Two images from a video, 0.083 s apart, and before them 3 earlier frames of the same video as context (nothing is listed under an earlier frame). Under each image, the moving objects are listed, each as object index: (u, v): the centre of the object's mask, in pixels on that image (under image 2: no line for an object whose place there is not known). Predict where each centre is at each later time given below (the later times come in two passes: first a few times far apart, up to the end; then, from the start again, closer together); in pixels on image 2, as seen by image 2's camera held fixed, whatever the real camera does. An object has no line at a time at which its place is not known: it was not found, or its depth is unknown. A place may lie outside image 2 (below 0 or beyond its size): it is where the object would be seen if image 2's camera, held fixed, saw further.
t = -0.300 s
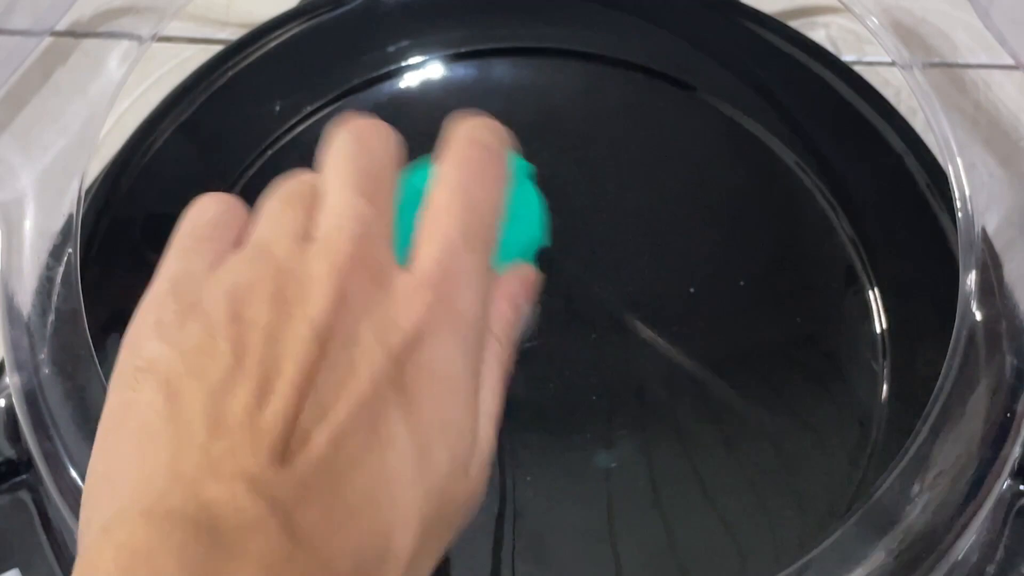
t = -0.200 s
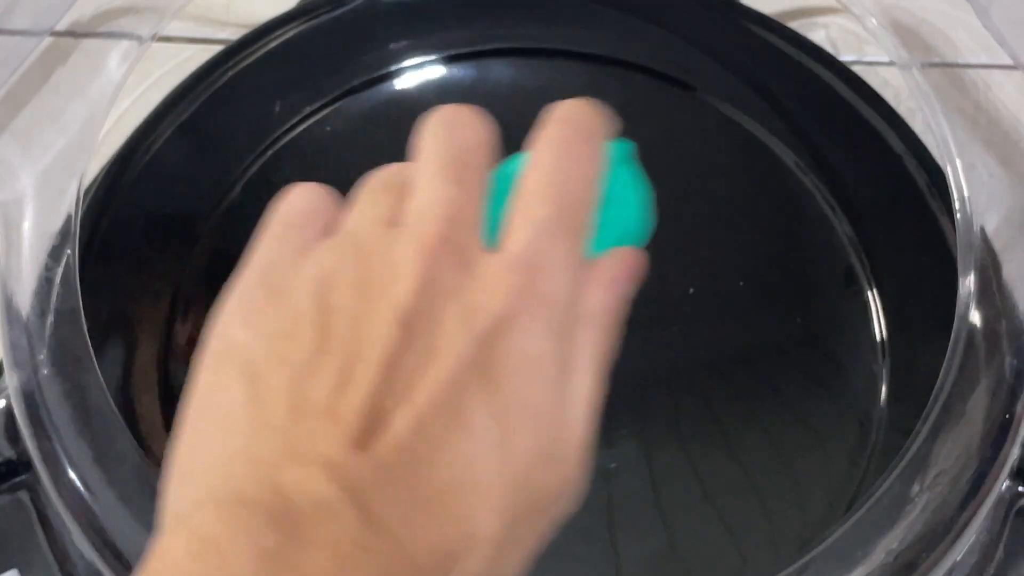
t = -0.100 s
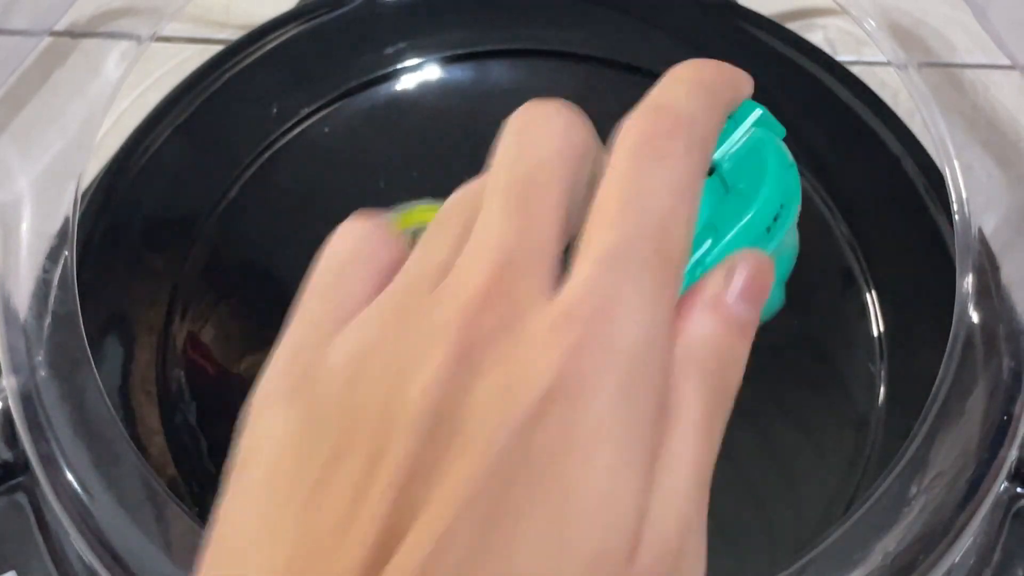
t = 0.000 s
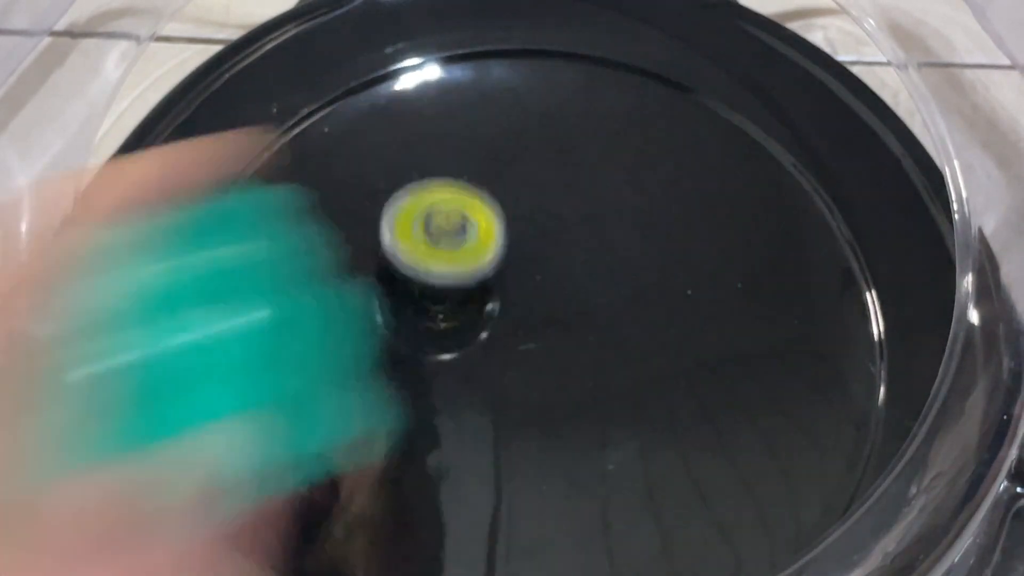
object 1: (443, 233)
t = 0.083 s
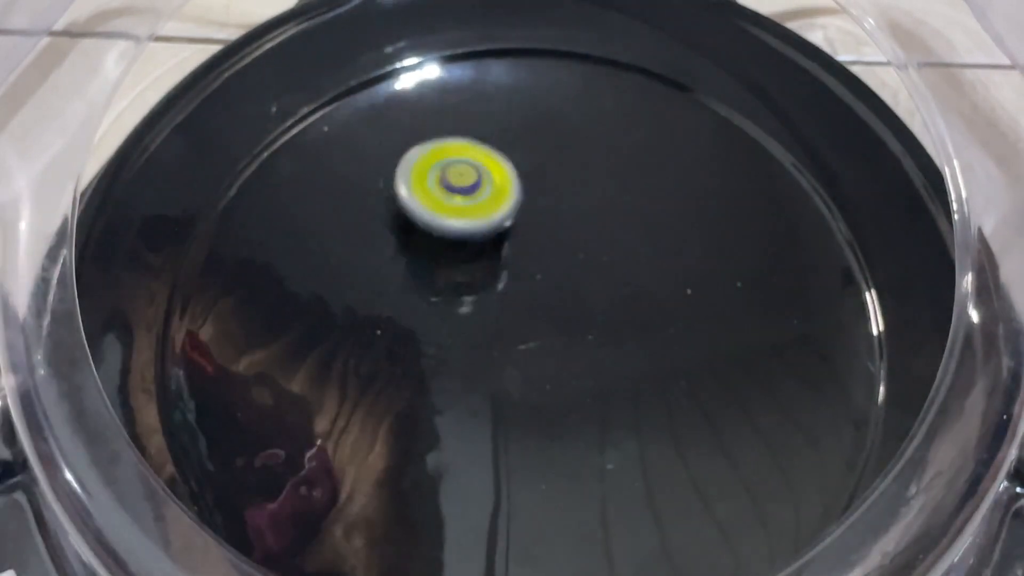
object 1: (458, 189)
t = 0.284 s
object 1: (518, 217)
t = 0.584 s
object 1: (570, 388)
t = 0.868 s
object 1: (550, 371)
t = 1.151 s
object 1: (543, 201)
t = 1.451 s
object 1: (440, 175)
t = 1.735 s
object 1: (483, 397)
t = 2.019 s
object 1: (765, 355)
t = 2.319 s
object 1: (673, 129)
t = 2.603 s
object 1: (379, 348)
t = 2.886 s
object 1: (575, 559)
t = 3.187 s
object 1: (792, 368)
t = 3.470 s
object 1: (464, 192)
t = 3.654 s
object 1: (269, 300)
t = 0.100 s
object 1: (462, 187)
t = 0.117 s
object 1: (468, 177)
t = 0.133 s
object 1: (473, 171)
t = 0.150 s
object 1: (478, 169)
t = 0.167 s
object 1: (483, 171)
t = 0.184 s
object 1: (488, 177)
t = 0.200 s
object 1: (494, 184)
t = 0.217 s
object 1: (499, 184)
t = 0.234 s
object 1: (504, 186)
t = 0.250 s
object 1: (509, 193)
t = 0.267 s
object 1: (513, 203)
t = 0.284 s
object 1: (518, 217)
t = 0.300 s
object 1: (523, 224)
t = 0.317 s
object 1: (528, 233)
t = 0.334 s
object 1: (533, 245)
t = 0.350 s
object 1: (537, 255)
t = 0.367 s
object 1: (541, 267)
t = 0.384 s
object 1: (545, 275)
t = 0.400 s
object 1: (549, 288)
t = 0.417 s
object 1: (553, 299)
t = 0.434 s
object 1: (556, 310)
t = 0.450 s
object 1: (559, 320)
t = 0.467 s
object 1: (561, 331)
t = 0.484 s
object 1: (563, 340)
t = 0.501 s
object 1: (565, 348)
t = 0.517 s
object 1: (567, 359)
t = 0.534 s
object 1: (568, 366)
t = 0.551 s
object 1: (569, 375)
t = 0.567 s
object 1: (570, 381)
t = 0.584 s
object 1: (570, 388)
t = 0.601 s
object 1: (570, 393)
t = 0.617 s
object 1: (570, 398)
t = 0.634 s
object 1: (569, 403)
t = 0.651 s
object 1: (569, 406)
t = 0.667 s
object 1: (568, 409)
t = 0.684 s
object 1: (567, 409)
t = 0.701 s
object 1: (565, 412)
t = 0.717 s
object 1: (564, 411)
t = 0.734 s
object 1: (562, 411)
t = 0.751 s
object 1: (560, 407)
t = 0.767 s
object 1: (559, 405)
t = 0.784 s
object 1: (557, 401)
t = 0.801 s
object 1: (556, 397)
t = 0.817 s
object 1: (554, 391)
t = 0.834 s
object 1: (553, 385)
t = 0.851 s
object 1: (551, 380)
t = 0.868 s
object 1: (550, 371)
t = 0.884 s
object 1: (548, 365)
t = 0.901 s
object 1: (547, 355)
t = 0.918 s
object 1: (546, 348)
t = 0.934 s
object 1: (546, 337)
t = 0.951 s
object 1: (545, 328)
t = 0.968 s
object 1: (545, 317)
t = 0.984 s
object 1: (545, 307)
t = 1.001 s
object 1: (546, 296)
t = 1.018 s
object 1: (546, 284)
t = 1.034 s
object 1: (546, 273)
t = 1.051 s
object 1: (547, 261)
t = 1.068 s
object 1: (547, 251)
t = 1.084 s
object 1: (547, 239)
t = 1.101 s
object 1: (546, 229)
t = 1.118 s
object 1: (545, 219)
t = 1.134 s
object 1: (544, 210)
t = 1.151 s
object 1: (543, 201)
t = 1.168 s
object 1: (540, 192)
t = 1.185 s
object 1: (537, 185)
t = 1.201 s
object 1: (534, 178)
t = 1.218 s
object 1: (530, 171)
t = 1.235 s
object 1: (526, 166)
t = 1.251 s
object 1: (521, 161)
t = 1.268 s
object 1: (515, 158)
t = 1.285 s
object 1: (510, 155)
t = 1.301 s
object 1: (504, 152)
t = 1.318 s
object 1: (497, 151)
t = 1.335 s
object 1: (491, 151)
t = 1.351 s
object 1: (484, 151)
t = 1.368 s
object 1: (477, 153)
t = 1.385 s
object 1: (470, 155)
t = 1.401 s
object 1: (462, 159)
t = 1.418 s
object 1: (455, 163)
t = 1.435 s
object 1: (447, 169)
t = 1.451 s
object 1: (440, 175)
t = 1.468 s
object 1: (432, 183)
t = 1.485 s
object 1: (424, 192)
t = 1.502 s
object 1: (417, 203)
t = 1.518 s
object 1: (411, 215)
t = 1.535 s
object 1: (406, 228)
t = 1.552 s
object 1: (403, 242)
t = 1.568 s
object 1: (401, 258)
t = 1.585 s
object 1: (402, 272)
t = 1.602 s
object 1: (404, 289)
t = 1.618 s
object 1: (408, 304)
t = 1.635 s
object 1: (414, 319)
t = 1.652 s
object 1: (422, 334)
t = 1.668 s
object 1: (431, 348)
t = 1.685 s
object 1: (442, 362)
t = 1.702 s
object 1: (454, 375)
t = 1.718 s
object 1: (468, 387)
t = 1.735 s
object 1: (483, 397)
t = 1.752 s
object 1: (498, 407)
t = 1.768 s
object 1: (516, 415)
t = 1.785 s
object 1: (533, 421)
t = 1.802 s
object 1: (552, 426)
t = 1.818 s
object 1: (570, 430)
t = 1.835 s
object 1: (590, 432)
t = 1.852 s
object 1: (609, 432)
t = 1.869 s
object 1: (628, 431)
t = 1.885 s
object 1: (646, 428)
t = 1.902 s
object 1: (664, 424)
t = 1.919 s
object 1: (682, 417)
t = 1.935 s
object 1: (699, 410)
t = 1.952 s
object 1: (714, 401)
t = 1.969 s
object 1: (729, 390)
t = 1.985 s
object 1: (742, 380)
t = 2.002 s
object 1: (754, 368)
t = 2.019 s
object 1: (765, 355)
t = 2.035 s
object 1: (775, 341)
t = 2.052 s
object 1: (783, 327)
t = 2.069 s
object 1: (789, 312)
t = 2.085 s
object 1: (794, 298)
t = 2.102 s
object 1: (797, 283)
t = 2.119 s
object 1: (798, 268)
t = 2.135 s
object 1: (798, 253)
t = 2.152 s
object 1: (796, 238)
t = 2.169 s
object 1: (791, 223)
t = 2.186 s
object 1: (786, 209)
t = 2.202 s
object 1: (778, 195)
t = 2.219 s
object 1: (769, 182)
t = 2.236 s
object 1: (757, 169)
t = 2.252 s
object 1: (744, 158)
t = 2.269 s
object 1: (728, 148)
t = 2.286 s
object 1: (710, 139)
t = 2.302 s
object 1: (691, 132)
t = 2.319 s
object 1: (673, 129)
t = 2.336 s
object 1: (650, 127)
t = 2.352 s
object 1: (627, 127)
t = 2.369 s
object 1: (606, 130)
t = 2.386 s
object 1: (583, 135)
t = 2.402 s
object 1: (560, 142)
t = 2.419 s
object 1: (539, 153)
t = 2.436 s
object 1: (518, 164)
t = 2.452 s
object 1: (498, 177)
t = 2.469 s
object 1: (479, 192)
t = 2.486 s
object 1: (461, 208)
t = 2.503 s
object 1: (445, 226)
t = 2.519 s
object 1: (430, 245)
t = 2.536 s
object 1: (416, 264)
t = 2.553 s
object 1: (404, 285)
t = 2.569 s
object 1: (394, 305)
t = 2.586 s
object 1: (385, 327)
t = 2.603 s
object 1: (379, 348)
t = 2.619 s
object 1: (375, 370)
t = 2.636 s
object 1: (373, 390)
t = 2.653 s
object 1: (374, 410)
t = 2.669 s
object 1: (377, 430)
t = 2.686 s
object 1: (383, 448)
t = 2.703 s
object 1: (390, 467)
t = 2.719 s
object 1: (400, 484)
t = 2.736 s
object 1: (412, 502)
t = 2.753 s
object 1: (425, 515)
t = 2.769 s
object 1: (440, 525)
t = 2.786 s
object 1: (456, 533)
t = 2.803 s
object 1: (473, 539)
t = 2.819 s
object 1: (491, 545)
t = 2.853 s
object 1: (532, 554)
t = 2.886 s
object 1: (575, 559)
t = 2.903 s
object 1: (597, 560)
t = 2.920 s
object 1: (620, 561)
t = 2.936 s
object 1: (642, 560)
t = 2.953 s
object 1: (664, 558)
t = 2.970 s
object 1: (685, 556)
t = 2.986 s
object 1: (704, 552)
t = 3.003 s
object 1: (719, 546)
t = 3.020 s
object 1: (734, 538)
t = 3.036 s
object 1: (753, 533)
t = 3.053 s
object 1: (767, 524)
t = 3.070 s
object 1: (778, 513)
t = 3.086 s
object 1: (784, 491)
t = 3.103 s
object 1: (793, 473)
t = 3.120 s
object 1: (799, 453)
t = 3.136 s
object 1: (802, 432)
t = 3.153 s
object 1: (801, 411)
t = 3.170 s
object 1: (798, 390)
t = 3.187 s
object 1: (792, 368)
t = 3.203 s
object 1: (782, 348)
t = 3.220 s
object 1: (771, 328)
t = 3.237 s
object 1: (758, 310)
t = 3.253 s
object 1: (744, 293)
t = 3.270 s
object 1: (726, 276)
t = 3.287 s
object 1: (708, 260)
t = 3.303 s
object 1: (687, 245)
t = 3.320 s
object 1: (666, 233)
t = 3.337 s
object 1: (644, 222)
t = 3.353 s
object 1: (622, 211)
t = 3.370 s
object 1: (599, 203)
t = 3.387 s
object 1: (576, 196)
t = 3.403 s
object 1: (553, 191)
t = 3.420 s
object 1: (530, 189)
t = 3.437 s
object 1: (508, 188)
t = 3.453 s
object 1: (486, 189)
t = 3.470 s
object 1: (464, 192)
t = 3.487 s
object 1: (443, 197)
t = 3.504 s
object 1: (422, 202)
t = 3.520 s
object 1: (402, 210)
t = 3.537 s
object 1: (383, 217)
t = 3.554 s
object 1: (364, 227)
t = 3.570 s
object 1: (345, 237)
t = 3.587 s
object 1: (328, 248)
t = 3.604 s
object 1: (311, 259)
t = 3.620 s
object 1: (295, 273)
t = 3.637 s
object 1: (282, 285)
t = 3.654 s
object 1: (269, 300)
